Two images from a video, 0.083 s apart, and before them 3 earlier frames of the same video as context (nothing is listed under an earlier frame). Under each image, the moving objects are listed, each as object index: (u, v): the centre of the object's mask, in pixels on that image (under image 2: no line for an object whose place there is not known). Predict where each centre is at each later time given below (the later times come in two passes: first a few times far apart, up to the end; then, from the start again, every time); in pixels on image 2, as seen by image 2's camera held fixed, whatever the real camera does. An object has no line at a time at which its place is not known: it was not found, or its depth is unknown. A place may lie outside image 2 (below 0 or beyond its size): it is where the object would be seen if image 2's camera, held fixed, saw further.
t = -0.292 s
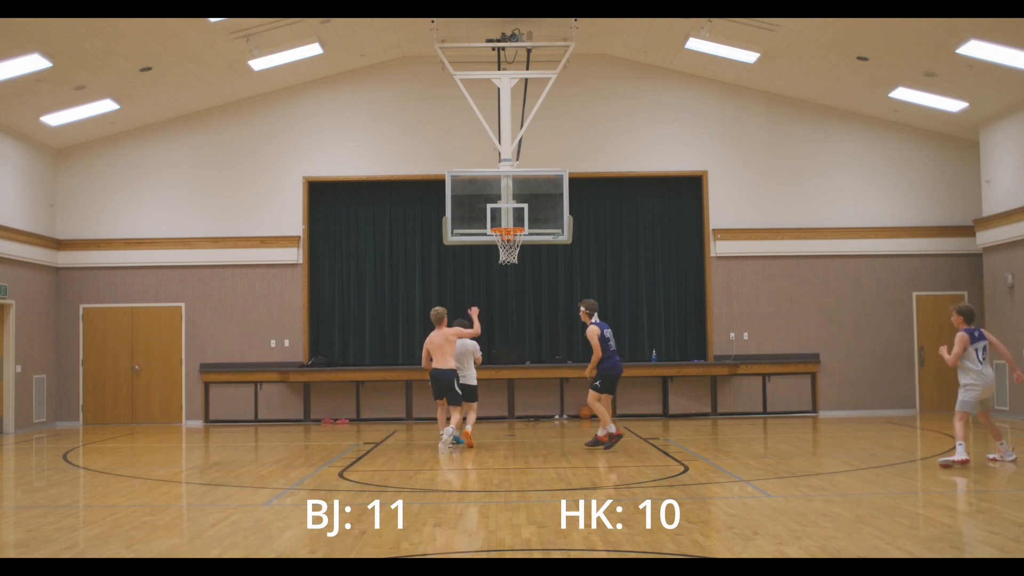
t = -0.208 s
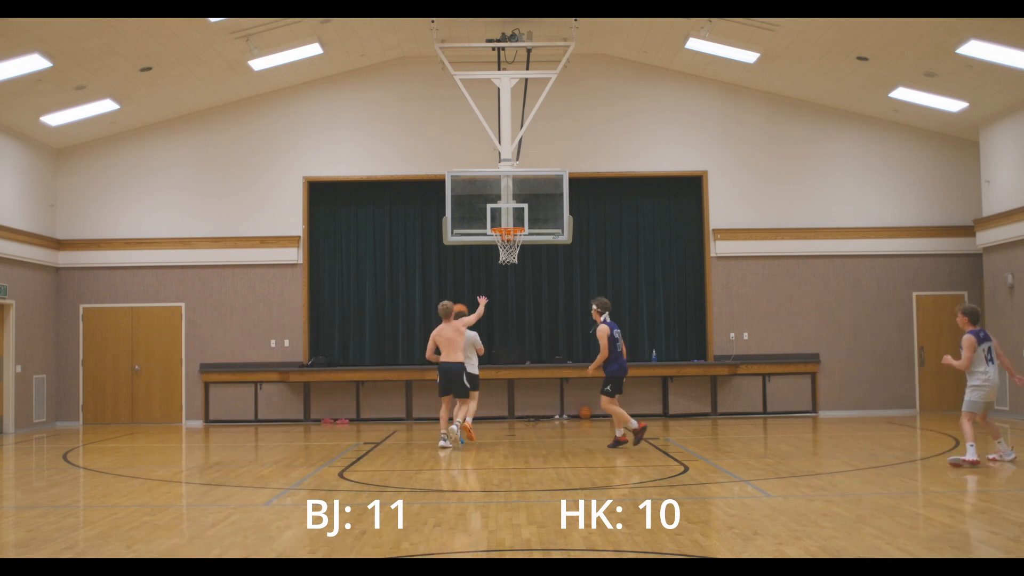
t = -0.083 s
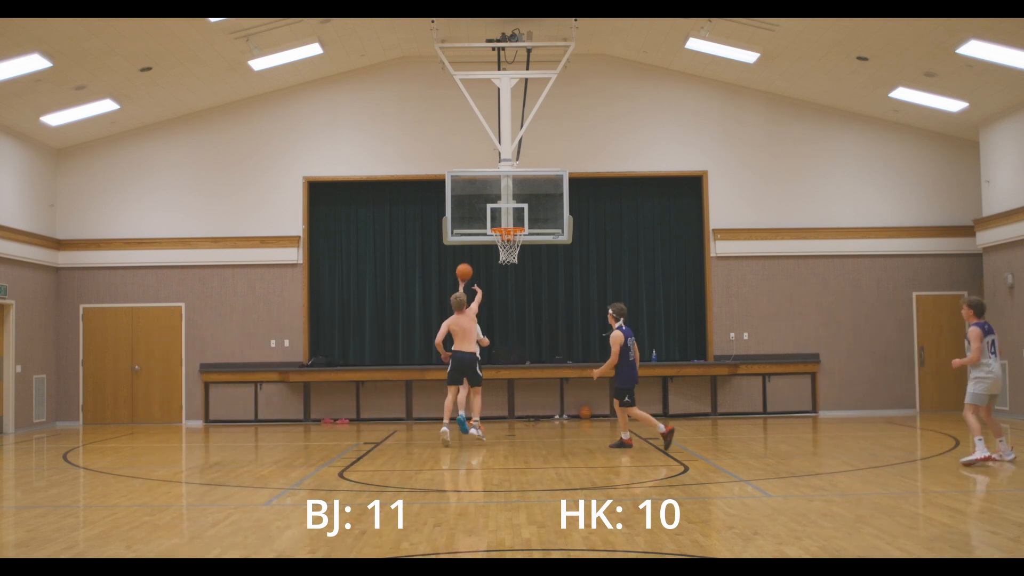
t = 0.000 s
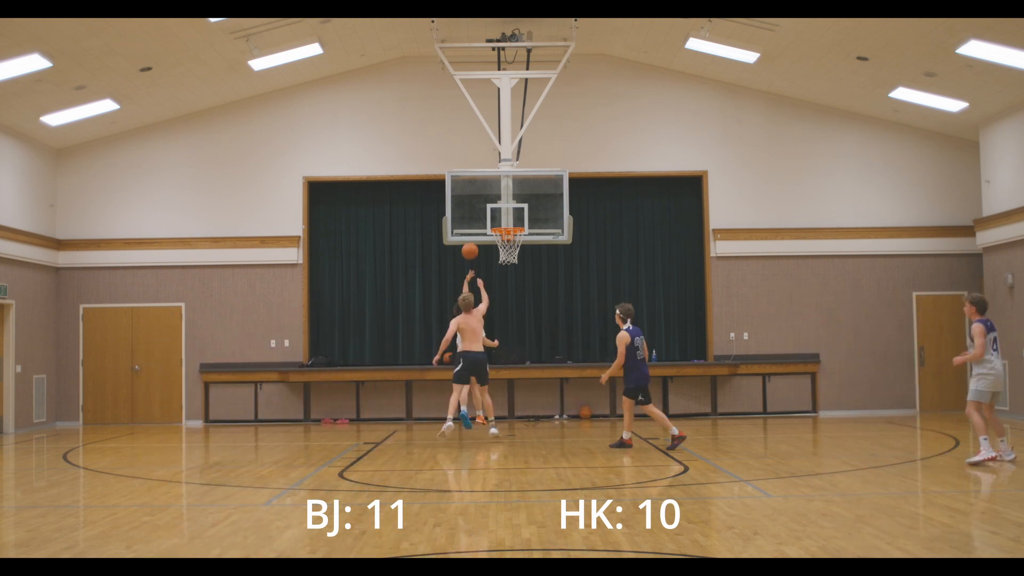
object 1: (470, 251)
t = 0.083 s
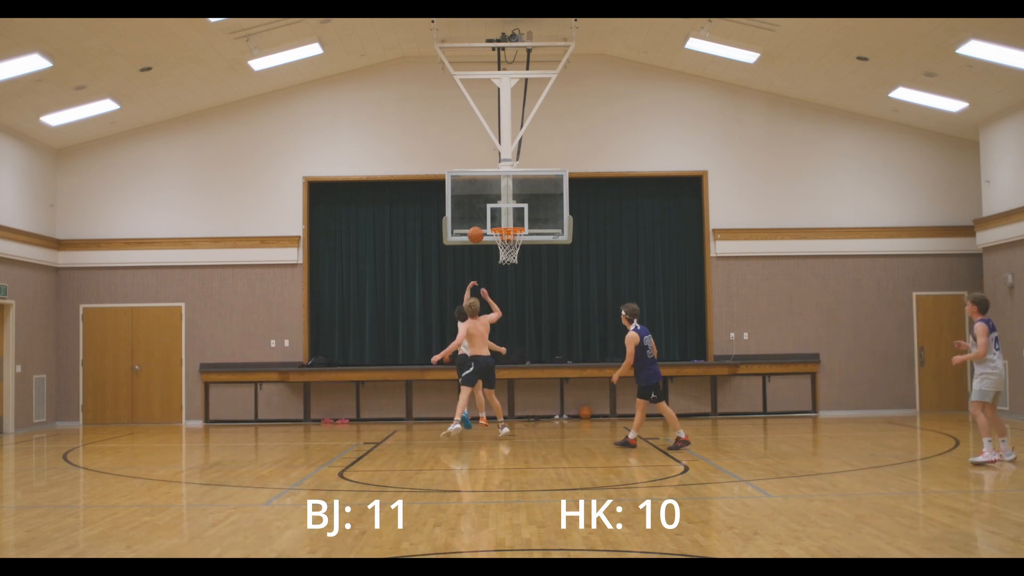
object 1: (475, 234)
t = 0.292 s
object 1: (489, 215)
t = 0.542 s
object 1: (503, 220)
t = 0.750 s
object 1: (513, 252)
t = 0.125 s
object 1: (478, 228)
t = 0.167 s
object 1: (481, 223)
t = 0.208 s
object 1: (484, 220)
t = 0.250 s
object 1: (487, 217)
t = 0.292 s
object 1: (489, 215)
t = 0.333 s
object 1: (491, 213)
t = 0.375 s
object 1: (494, 212)
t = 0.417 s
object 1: (496, 213)
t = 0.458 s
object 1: (498, 214)
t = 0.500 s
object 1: (501, 217)
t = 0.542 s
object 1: (503, 220)
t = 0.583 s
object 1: (505, 223)
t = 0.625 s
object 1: (508, 233)
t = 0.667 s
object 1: (511, 240)
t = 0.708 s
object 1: (513, 245)
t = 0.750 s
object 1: (513, 252)
